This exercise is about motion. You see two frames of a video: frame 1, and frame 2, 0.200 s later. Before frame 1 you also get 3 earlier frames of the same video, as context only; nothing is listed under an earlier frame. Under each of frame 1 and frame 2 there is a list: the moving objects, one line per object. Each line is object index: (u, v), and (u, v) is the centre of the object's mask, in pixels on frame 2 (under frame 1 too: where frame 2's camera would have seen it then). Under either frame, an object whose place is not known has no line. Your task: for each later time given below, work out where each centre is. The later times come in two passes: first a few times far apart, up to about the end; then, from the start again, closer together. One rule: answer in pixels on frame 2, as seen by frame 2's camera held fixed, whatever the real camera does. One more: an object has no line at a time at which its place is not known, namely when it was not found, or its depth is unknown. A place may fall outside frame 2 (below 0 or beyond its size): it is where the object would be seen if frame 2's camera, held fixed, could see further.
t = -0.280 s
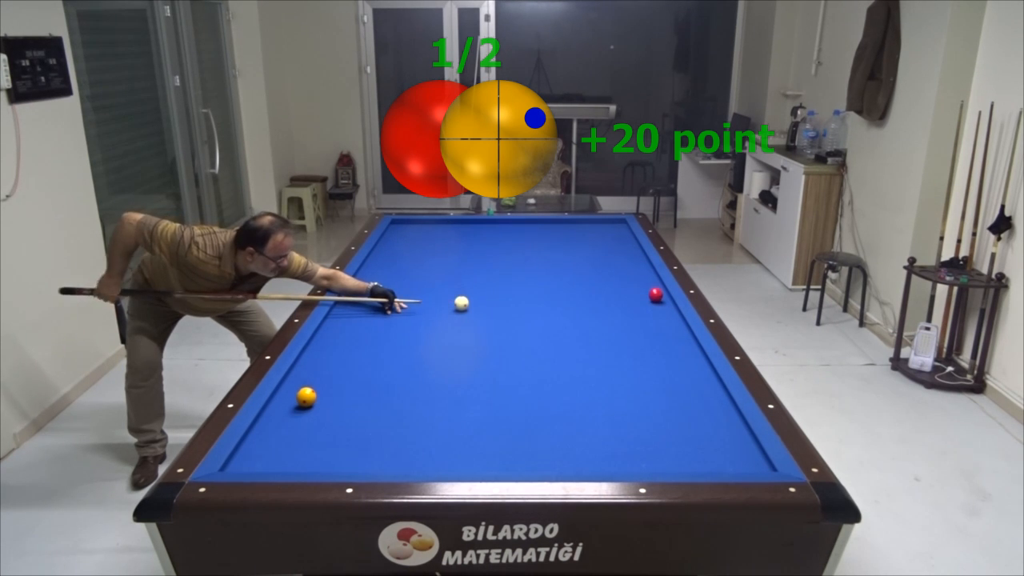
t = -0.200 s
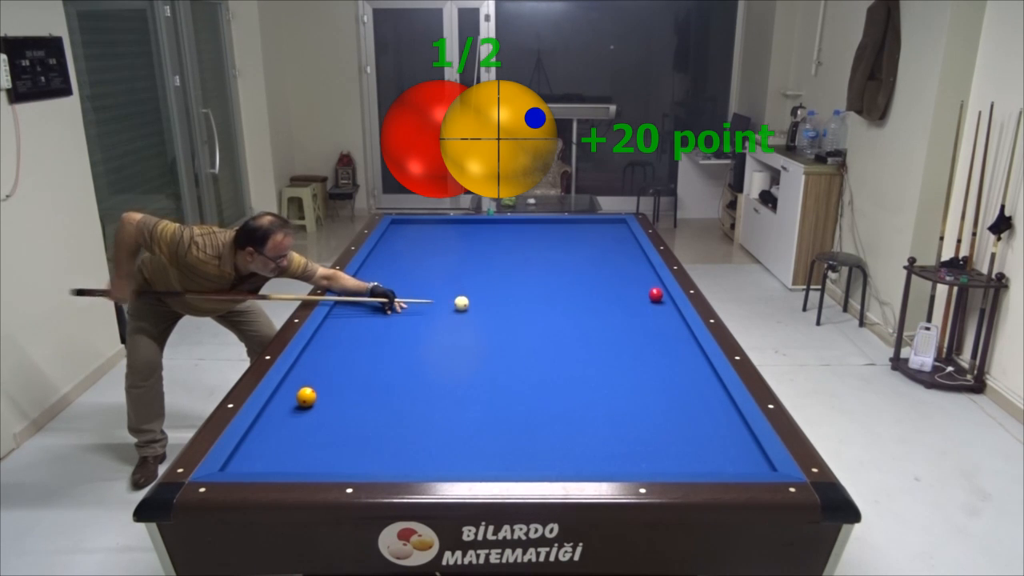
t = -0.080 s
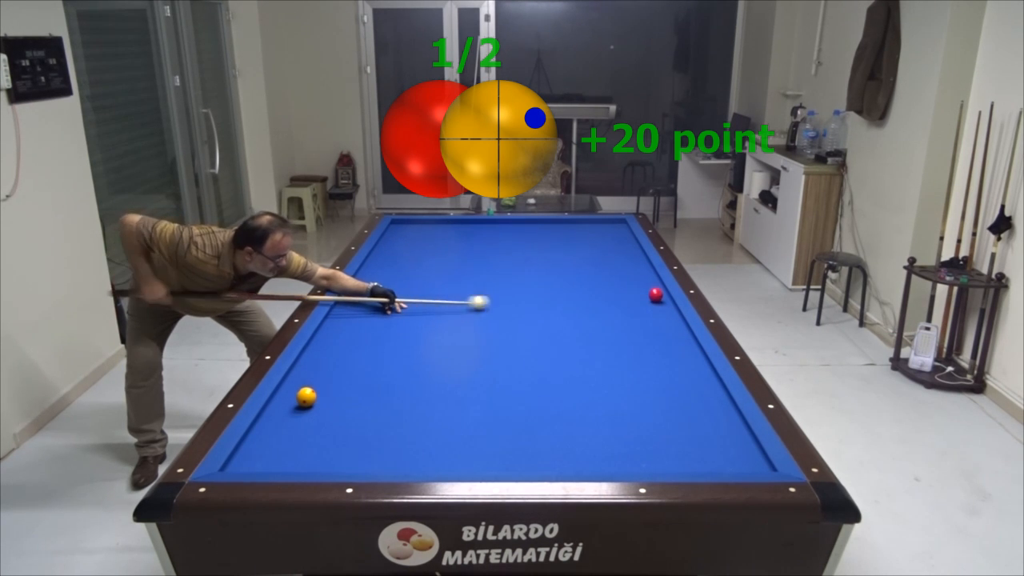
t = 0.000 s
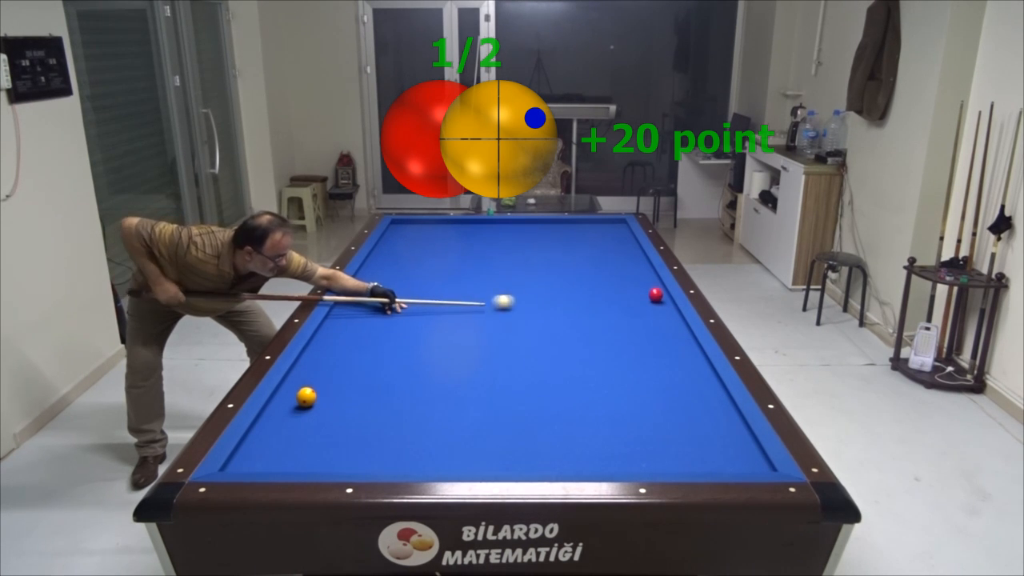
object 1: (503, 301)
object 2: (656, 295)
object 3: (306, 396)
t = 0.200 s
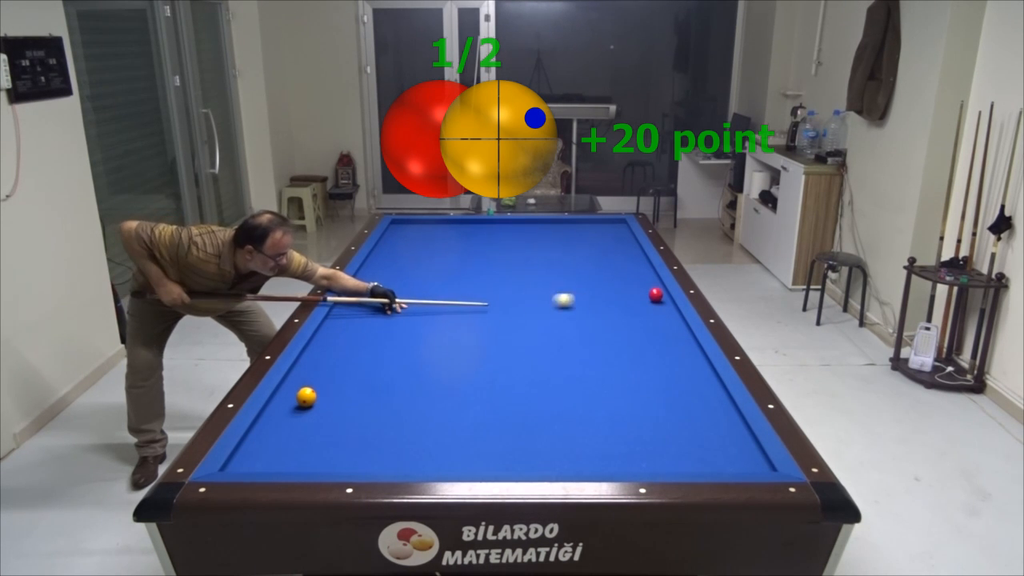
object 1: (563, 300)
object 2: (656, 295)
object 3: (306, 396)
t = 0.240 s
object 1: (575, 299)
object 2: (656, 295)
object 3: (306, 396)
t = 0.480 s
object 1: (644, 298)
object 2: (657, 294)
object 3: (306, 396)
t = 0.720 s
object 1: (658, 308)
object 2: (645, 288)
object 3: (306, 396)
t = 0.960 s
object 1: (640, 319)
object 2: (626, 283)
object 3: (306, 396)
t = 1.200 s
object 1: (621, 331)
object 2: (608, 278)
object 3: (306, 396)
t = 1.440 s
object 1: (600, 344)
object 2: (591, 274)
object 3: (306, 396)
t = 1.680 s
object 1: (578, 358)
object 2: (575, 270)
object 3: (306, 396)
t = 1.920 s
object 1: (553, 374)
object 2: (560, 267)
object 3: (306, 396)
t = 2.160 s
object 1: (527, 390)
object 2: (546, 263)
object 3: (306, 396)
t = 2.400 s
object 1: (499, 408)
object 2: (532, 260)
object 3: (306, 396)
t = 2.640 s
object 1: (468, 426)
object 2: (519, 257)
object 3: (306, 396)
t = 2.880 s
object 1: (435, 446)
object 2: (507, 254)
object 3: (306, 396)
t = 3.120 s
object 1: (399, 464)
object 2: (496, 252)
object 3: (306, 396)
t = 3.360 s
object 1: (372, 455)
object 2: (485, 250)
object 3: (306, 396)
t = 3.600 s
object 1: (348, 443)
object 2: (475, 247)
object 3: (306, 396)
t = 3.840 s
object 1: (326, 433)
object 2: (466, 245)
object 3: (306, 396)
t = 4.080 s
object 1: (306, 423)
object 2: (456, 243)
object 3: (306, 396)
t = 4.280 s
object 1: (291, 415)
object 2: (450, 241)
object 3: (306, 396)
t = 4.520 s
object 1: (274, 406)
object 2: (442, 239)
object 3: (306, 396)
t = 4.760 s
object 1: (286, 399)
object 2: (435, 238)
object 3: (310, 395)
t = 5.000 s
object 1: (289, 395)
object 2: (428, 236)
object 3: (321, 393)
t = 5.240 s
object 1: (292, 391)
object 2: (422, 235)
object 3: (331, 391)
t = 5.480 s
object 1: (294, 387)
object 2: (416, 233)
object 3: (340, 389)
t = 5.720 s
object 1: (296, 384)
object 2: (411, 232)
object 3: (349, 387)
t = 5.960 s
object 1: (298, 382)
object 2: (406, 231)
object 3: (356, 385)
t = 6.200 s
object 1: (299, 379)
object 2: (401, 230)
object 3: (363, 384)
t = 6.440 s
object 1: (302, 378)
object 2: (397, 229)
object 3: (369, 382)
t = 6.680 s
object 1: (303, 376)
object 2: (393, 228)
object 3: (374, 381)
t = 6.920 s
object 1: (305, 375)
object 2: (392, 227)
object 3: (378, 380)
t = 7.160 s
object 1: (306, 374)
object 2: (393, 227)
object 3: (382, 380)
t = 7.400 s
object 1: (306, 374)
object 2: (394, 226)
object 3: (385, 379)
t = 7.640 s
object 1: (306, 374)
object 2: (397, 226)
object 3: (387, 379)
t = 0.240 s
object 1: (575, 299)
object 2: (656, 295)
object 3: (306, 396)
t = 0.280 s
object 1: (587, 299)
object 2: (656, 295)
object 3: (306, 396)
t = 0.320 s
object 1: (599, 299)
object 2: (656, 295)
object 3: (306, 396)
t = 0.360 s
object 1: (610, 299)
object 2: (656, 295)
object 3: (306, 396)
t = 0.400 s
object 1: (622, 298)
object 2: (656, 295)
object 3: (306, 396)
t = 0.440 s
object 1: (634, 298)
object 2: (656, 295)
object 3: (306, 396)
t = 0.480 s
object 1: (644, 298)
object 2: (657, 294)
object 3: (306, 396)
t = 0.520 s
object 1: (652, 299)
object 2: (661, 291)
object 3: (306, 396)
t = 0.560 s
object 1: (659, 301)
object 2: (660, 289)
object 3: (306, 396)
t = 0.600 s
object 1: (666, 302)
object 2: (655, 290)
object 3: (306, 396)
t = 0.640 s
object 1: (665, 304)
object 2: (652, 290)
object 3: (306, 396)
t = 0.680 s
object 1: (661, 306)
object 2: (649, 289)
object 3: (306, 396)
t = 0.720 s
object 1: (658, 308)
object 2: (645, 288)
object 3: (306, 396)
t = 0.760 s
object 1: (655, 310)
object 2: (642, 287)
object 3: (306, 396)
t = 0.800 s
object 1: (652, 311)
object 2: (639, 286)
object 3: (306, 396)
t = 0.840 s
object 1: (649, 313)
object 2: (636, 285)
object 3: (306, 396)
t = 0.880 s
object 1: (646, 315)
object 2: (633, 285)
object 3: (306, 396)
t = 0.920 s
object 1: (643, 317)
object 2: (629, 284)
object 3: (306, 396)
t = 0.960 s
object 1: (640, 319)
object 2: (626, 283)
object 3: (306, 396)
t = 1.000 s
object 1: (637, 321)
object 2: (623, 282)
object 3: (306, 396)
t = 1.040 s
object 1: (634, 323)
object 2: (620, 281)
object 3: (306, 396)
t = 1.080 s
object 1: (631, 325)
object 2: (617, 281)
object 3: (306, 396)
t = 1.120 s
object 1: (627, 327)
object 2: (614, 280)
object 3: (306, 396)
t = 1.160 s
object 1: (624, 329)
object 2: (611, 279)
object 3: (306, 396)
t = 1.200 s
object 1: (621, 331)
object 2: (608, 278)
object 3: (306, 396)
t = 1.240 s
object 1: (617, 334)
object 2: (605, 278)
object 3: (306, 396)
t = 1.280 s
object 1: (614, 336)
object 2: (602, 277)
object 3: (306, 396)
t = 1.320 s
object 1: (611, 338)
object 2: (600, 277)
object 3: (306, 396)
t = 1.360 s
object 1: (607, 340)
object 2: (597, 276)
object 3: (306, 396)
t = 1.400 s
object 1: (604, 342)
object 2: (594, 275)
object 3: (306, 396)
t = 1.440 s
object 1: (600, 344)
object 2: (591, 274)
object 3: (306, 396)
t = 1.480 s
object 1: (596, 347)
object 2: (588, 273)
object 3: (306, 396)
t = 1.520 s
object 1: (593, 349)
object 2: (585, 273)
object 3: (306, 396)
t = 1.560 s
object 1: (589, 352)
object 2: (583, 272)
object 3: (306, 396)
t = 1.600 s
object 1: (585, 354)
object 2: (580, 271)
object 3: (306, 396)
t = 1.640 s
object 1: (582, 356)
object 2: (577, 271)
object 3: (306, 396)
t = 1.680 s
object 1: (578, 358)
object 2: (575, 270)
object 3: (306, 396)
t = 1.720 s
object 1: (574, 361)
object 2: (572, 270)
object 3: (306, 396)
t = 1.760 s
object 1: (570, 364)
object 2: (570, 269)
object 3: (306, 396)
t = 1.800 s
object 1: (566, 366)
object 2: (567, 268)
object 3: (306, 396)
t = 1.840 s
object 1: (562, 369)
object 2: (565, 268)
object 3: (306, 396)
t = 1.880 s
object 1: (558, 371)
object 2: (562, 267)
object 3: (306, 396)
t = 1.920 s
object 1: (553, 374)
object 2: (560, 267)
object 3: (306, 396)
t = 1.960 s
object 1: (549, 376)
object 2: (557, 266)
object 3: (306, 396)
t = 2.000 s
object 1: (545, 379)
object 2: (555, 265)
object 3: (306, 396)
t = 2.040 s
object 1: (541, 382)
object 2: (553, 265)
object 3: (306, 396)
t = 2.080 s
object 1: (536, 385)
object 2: (550, 264)
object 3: (306, 396)
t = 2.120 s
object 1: (532, 387)
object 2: (548, 264)
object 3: (306, 396)
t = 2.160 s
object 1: (527, 390)
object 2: (546, 263)
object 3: (306, 396)
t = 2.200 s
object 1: (523, 393)
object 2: (543, 263)
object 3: (306, 396)
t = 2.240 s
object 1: (518, 396)
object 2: (541, 262)
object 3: (306, 396)
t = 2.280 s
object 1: (513, 399)
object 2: (539, 262)
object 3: (306, 396)
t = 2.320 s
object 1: (509, 401)
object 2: (536, 261)
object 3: (306, 396)
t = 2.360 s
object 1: (504, 404)
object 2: (534, 261)
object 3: (306, 396)
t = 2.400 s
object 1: (499, 408)
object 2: (532, 260)
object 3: (306, 396)
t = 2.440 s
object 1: (494, 410)
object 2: (530, 260)
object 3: (306, 396)
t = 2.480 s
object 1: (489, 413)
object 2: (528, 259)
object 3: (306, 396)
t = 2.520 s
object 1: (484, 417)
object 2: (525, 259)
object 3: (306, 396)
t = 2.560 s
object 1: (479, 420)
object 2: (523, 258)
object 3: (306, 396)
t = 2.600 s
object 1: (474, 423)
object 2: (521, 258)
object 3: (306, 396)
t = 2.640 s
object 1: (468, 426)
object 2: (519, 257)
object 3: (306, 396)
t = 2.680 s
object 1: (463, 429)
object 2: (517, 257)
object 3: (306, 396)
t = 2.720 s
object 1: (457, 433)
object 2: (515, 256)
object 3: (306, 396)
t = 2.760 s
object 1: (452, 436)
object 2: (513, 256)
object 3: (306, 396)
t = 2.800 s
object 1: (446, 439)
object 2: (511, 255)
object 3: (306, 396)
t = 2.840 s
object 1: (440, 443)
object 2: (509, 255)
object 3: (306, 396)
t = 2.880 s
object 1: (435, 446)
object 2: (507, 254)
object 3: (306, 396)
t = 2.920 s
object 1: (429, 450)
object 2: (505, 254)
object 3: (306, 396)
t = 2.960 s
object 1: (423, 453)
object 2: (503, 253)
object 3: (306, 396)
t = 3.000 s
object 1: (417, 457)
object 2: (501, 253)
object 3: (306, 396)
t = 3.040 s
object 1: (411, 459)
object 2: (499, 253)
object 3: (306, 396)
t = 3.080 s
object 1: (405, 462)
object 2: (498, 252)
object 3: (306, 396)
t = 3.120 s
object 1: (399, 464)
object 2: (496, 252)
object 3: (306, 396)
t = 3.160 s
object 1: (394, 463)
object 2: (494, 251)
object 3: (306, 396)
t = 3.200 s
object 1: (390, 462)
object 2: (492, 251)
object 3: (306, 396)
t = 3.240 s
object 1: (385, 460)
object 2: (490, 250)
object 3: (306, 396)
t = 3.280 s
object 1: (381, 459)
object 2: (488, 250)
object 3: (306, 396)
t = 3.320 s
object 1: (376, 457)
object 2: (487, 250)
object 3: (306, 396)
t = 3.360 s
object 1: (372, 455)
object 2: (485, 250)
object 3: (306, 396)
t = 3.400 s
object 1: (368, 453)
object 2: (483, 249)
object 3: (306, 396)
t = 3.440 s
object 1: (364, 451)
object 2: (481, 249)
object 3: (306, 396)
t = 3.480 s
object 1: (360, 449)
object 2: (480, 248)
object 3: (306, 396)
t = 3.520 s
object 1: (356, 447)
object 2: (478, 248)
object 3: (306, 396)
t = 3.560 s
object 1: (352, 445)
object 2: (476, 247)
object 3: (306, 396)
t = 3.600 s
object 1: (348, 443)
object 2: (475, 247)
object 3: (306, 396)
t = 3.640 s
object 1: (344, 442)
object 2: (473, 247)
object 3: (306, 396)
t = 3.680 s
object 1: (341, 440)
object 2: (472, 246)
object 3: (306, 396)
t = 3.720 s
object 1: (337, 438)
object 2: (470, 246)
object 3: (306, 396)
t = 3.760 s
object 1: (333, 436)
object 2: (468, 246)
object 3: (306, 396)
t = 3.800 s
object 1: (330, 435)
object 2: (467, 245)
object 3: (306, 396)
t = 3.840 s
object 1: (326, 433)
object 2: (466, 245)
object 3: (306, 396)
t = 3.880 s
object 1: (323, 431)
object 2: (464, 244)
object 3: (306, 396)
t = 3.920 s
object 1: (319, 429)
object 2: (462, 244)
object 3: (306, 396)
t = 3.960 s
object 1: (316, 428)
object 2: (461, 244)
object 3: (306, 396)
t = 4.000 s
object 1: (312, 426)
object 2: (460, 243)
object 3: (306, 396)
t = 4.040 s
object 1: (309, 425)
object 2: (458, 243)
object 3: (306, 396)
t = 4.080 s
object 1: (306, 423)
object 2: (456, 243)
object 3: (306, 396)
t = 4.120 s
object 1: (303, 421)
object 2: (455, 242)
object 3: (306, 396)
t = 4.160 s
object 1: (300, 420)
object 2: (454, 242)
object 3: (306, 396)
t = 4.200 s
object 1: (297, 418)
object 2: (452, 242)
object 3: (306, 396)
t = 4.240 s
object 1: (293, 417)
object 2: (451, 242)
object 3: (306, 396)
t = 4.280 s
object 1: (291, 415)
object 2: (450, 241)
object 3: (306, 396)
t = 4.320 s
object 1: (288, 414)
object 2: (448, 241)
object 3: (306, 396)
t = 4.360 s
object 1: (285, 412)
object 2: (447, 241)
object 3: (306, 396)
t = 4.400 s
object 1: (282, 411)
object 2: (446, 240)
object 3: (306, 396)
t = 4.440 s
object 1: (279, 409)
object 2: (444, 240)
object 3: (306, 396)
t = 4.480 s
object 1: (276, 408)
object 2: (443, 240)
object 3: (306, 396)
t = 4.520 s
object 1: (274, 406)
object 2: (442, 239)
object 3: (306, 396)
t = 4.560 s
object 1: (276, 405)
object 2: (441, 239)
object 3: (306, 396)
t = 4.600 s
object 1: (279, 404)
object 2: (439, 238)
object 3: (306, 396)
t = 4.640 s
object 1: (282, 402)
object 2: (439, 238)
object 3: (306, 396)
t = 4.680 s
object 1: (285, 401)
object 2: (437, 238)
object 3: (306, 396)
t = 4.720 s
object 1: (286, 400)
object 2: (436, 238)
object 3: (308, 396)
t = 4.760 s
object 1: (286, 399)
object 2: (435, 238)
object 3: (310, 395)
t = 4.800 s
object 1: (287, 399)
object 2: (434, 237)
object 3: (312, 395)
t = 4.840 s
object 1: (287, 398)
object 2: (433, 237)
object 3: (313, 394)
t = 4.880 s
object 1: (288, 397)
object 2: (431, 237)
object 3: (315, 394)
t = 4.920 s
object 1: (288, 396)
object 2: (430, 237)
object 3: (317, 394)
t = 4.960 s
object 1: (289, 396)
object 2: (429, 236)
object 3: (319, 393)
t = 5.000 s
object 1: (289, 395)
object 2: (428, 236)
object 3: (321, 393)
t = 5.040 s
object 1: (289, 394)
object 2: (427, 236)
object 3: (323, 393)
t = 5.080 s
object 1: (290, 394)
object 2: (426, 236)
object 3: (324, 392)
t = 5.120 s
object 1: (291, 393)
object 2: (425, 235)
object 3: (326, 392)
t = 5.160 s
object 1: (291, 392)
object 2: (424, 235)
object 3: (328, 392)
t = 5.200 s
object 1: (291, 392)
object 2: (423, 235)
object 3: (329, 391)
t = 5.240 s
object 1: (292, 391)
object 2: (422, 235)
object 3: (331, 391)
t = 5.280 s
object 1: (292, 391)
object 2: (421, 234)
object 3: (333, 390)
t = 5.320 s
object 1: (293, 390)
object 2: (420, 234)
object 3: (334, 390)
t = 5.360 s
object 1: (293, 389)
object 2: (419, 234)
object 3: (336, 390)
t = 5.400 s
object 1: (293, 389)
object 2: (418, 234)
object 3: (337, 389)
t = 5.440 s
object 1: (294, 388)
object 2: (417, 234)
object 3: (339, 389)
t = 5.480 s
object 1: (294, 387)
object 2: (416, 233)
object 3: (340, 389)
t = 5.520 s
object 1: (295, 387)
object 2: (415, 233)
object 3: (342, 388)
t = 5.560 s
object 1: (295, 386)
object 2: (414, 233)
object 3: (343, 388)
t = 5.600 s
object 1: (295, 386)
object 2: (413, 233)
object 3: (345, 388)
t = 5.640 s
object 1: (296, 385)
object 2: (412, 233)
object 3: (346, 387)
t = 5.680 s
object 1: (296, 385)
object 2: (411, 232)
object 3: (347, 387)
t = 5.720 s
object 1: (296, 384)
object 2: (411, 232)
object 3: (349, 387)
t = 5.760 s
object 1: (296, 384)
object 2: (410, 232)
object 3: (350, 387)
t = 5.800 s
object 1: (297, 384)
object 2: (409, 232)
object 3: (351, 386)
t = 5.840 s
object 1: (297, 383)
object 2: (408, 232)
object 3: (353, 386)
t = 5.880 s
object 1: (297, 383)
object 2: (407, 232)
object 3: (354, 386)
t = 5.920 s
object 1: (297, 382)
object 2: (406, 231)
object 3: (355, 385)
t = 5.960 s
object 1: (298, 382)
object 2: (406, 231)
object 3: (356, 385)
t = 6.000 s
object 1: (298, 381)
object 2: (405, 231)
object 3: (357, 385)
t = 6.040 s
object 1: (298, 381)
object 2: (404, 231)
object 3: (358, 384)
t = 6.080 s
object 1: (298, 381)
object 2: (403, 230)
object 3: (360, 384)
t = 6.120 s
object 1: (299, 380)
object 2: (402, 230)
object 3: (361, 384)
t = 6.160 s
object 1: (299, 380)
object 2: (402, 230)
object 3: (362, 384)
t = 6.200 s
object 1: (299, 379)
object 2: (401, 230)
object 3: (363, 384)
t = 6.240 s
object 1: (300, 379)
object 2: (400, 230)
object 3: (364, 383)
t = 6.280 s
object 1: (300, 379)
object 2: (399, 230)
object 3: (365, 383)
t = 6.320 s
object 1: (301, 378)
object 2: (399, 230)
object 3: (366, 383)
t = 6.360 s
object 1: (301, 378)
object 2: (398, 229)
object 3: (367, 383)
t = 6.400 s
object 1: (301, 378)
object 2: (398, 229)
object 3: (368, 382)
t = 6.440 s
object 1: (302, 378)
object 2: (397, 229)
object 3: (369, 382)
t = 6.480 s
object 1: (302, 377)
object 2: (396, 229)
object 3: (369, 382)
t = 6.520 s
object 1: (302, 377)
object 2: (395, 229)
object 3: (370, 382)
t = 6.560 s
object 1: (302, 377)
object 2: (395, 229)
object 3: (371, 381)
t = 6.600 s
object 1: (303, 377)
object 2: (394, 228)
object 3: (372, 381)
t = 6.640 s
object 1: (303, 376)
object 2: (394, 228)
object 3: (373, 381)
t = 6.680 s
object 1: (303, 376)
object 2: (393, 228)
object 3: (374, 381)
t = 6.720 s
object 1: (304, 376)
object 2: (393, 228)
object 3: (375, 381)
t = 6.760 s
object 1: (304, 376)
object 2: (392, 228)
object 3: (375, 381)
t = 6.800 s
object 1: (304, 376)
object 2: (391, 228)
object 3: (376, 381)
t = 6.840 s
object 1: (304, 375)
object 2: (391, 228)
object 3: (377, 381)
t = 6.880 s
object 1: (305, 375)
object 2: (392, 228)
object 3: (378, 380)
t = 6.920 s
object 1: (305, 375)
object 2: (392, 227)
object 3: (378, 380)
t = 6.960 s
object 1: (305, 375)
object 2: (392, 227)
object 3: (379, 380)
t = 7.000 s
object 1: (305, 375)
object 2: (392, 227)
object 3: (380, 380)
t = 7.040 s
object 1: (305, 375)
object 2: (393, 227)
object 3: (380, 380)
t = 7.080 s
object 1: (305, 375)
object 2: (393, 227)
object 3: (381, 380)
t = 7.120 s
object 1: (305, 374)
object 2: (393, 227)
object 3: (381, 380)
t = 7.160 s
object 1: (306, 374)
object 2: (393, 227)
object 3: (382, 380)
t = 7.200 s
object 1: (306, 374)
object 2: (394, 227)
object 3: (382, 380)
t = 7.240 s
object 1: (306, 374)
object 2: (394, 227)
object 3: (383, 380)
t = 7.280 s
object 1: (306, 374)
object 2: (394, 227)
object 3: (383, 380)
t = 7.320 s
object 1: (306, 374)
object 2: (394, 227)
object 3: (384, 379)
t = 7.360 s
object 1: (306, 374)
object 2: (394, 227)
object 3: (384, 380)
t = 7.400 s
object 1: (306, 374)
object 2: (394, 226)
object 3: (385, 379)
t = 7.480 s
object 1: (306, 374)
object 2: (396, 226)
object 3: (385, 379)
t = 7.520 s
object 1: (306, 374)
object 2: (396, 226)
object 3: (386, 379)
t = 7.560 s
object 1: (306, 374)
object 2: (396, 226)
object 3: (386, 379)
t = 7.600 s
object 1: (306, 374)
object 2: (396, 226)
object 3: (386, 379)
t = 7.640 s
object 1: (306, 374)
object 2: (397, 226)
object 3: (387, 379)
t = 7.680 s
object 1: (306, 374)
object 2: (397, 226)
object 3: (387, 379)
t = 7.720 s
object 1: (306, 374)
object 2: (397, 226)
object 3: (387, 379)
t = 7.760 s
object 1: (306, 374)
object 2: (397, 226)
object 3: (387, 379)
